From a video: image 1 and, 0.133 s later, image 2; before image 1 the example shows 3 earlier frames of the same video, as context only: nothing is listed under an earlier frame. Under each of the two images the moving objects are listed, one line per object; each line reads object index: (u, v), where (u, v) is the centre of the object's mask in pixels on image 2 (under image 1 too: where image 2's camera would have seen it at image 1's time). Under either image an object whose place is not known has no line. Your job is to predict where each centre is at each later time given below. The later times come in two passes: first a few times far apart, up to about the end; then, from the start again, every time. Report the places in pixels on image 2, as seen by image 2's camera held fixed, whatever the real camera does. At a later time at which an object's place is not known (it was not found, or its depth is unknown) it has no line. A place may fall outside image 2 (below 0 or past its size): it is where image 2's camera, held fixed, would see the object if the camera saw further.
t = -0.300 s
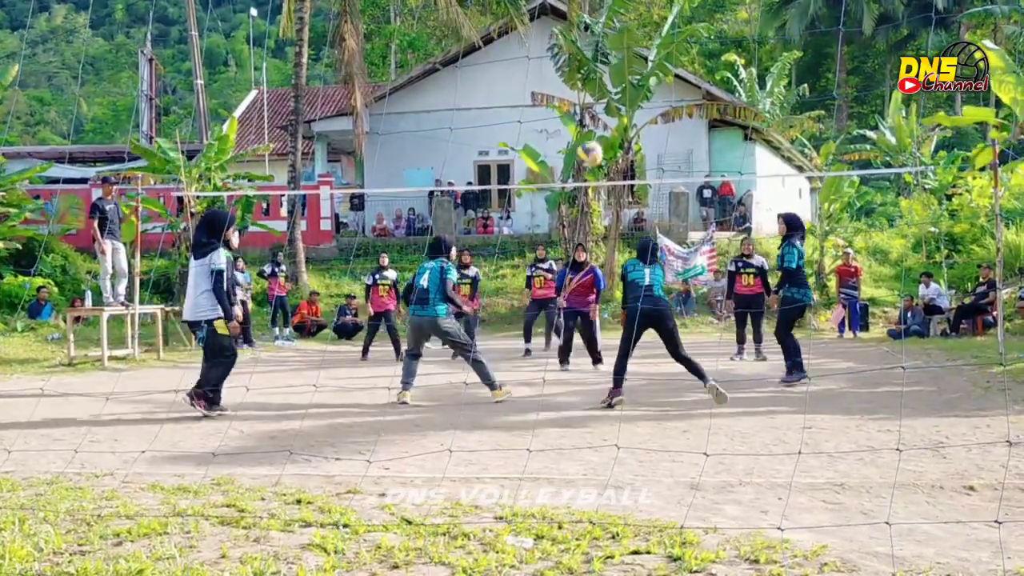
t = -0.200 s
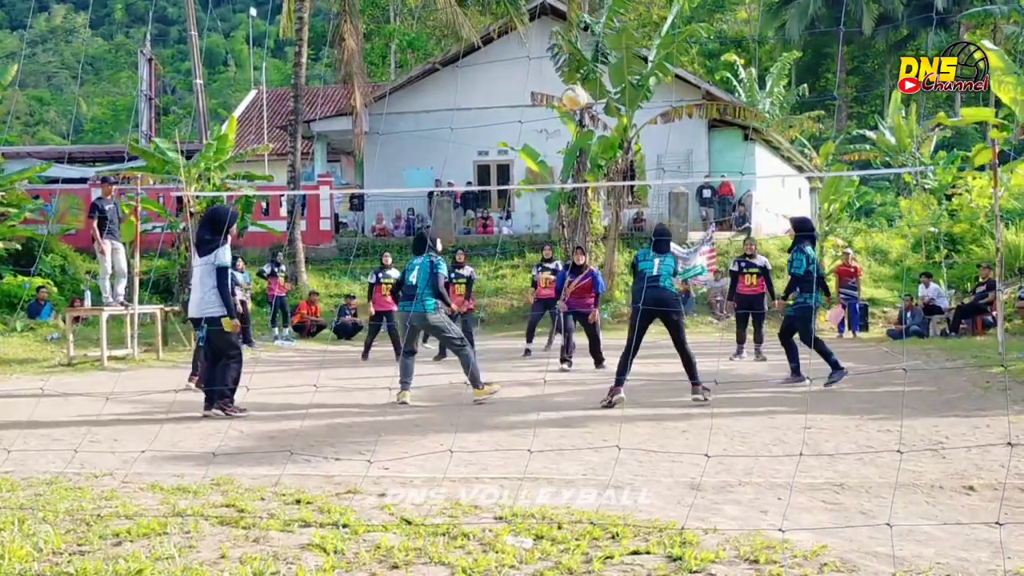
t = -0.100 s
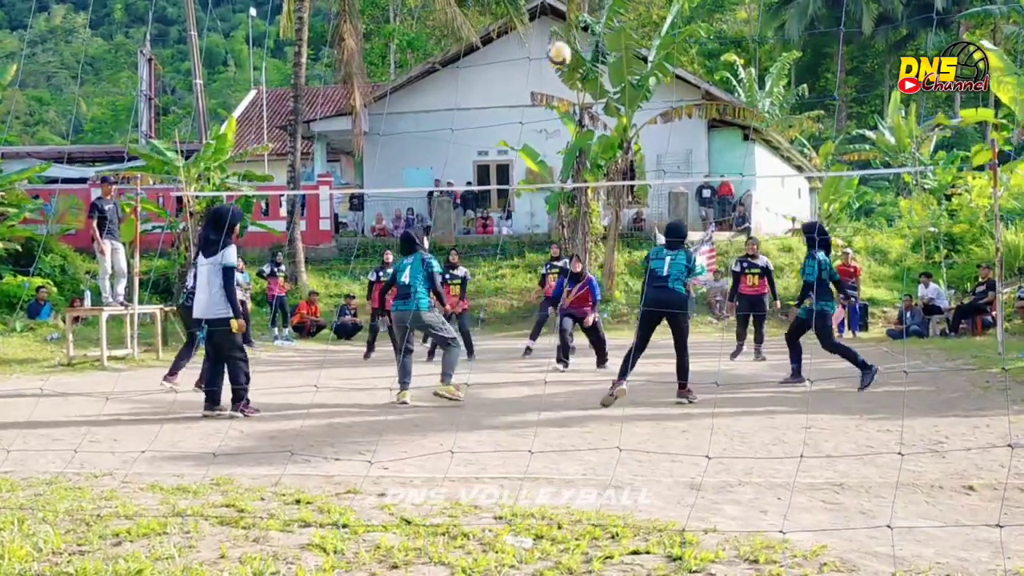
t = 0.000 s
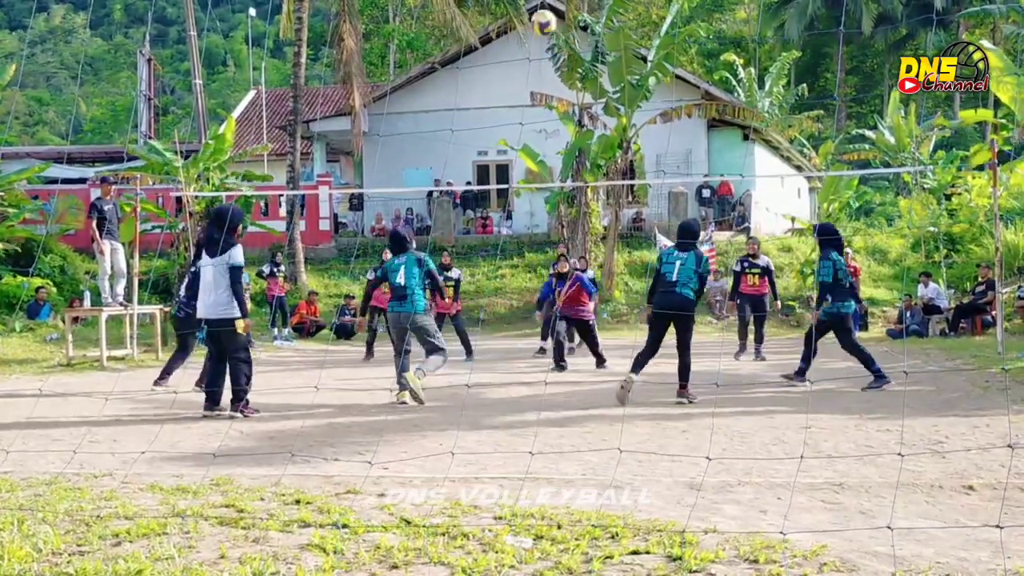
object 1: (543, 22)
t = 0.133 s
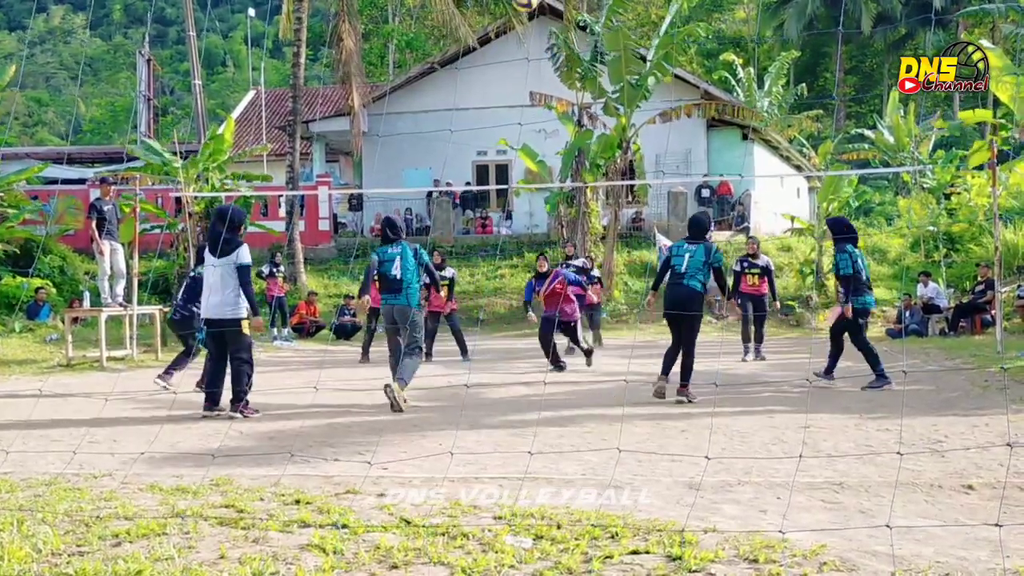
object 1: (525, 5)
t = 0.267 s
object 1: (511, 4)
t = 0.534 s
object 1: (476, 55)
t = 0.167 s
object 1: (523, 4)
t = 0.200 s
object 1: (517, 3)
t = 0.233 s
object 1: (514, 3)
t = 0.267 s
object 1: (511, 4)
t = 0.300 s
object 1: (506, 5)
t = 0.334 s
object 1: (500, 5)
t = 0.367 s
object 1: (494, 11)
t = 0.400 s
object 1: (490, 18)
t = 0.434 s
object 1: (487, 25)
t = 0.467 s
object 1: (482, 35)
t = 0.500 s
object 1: (480, 45)
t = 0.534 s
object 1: (476, 55)
